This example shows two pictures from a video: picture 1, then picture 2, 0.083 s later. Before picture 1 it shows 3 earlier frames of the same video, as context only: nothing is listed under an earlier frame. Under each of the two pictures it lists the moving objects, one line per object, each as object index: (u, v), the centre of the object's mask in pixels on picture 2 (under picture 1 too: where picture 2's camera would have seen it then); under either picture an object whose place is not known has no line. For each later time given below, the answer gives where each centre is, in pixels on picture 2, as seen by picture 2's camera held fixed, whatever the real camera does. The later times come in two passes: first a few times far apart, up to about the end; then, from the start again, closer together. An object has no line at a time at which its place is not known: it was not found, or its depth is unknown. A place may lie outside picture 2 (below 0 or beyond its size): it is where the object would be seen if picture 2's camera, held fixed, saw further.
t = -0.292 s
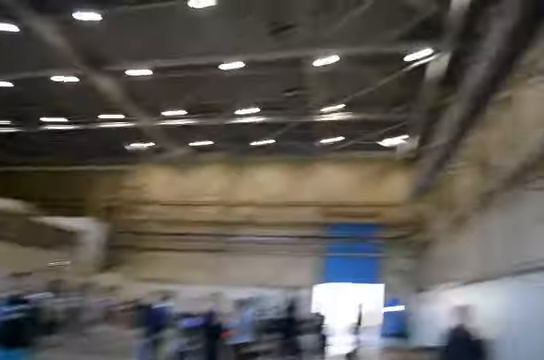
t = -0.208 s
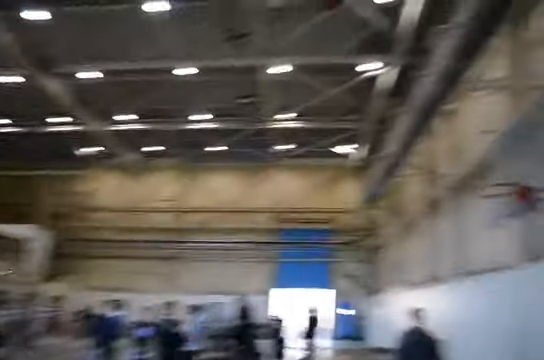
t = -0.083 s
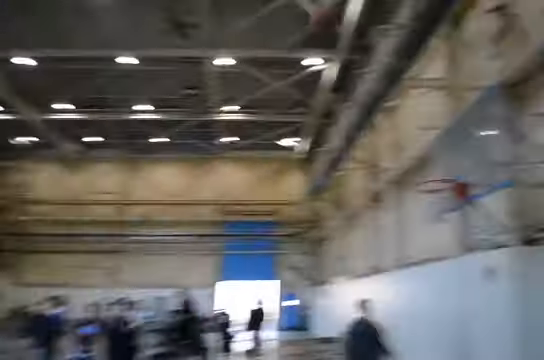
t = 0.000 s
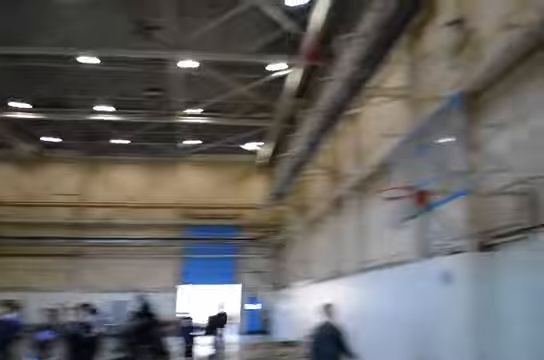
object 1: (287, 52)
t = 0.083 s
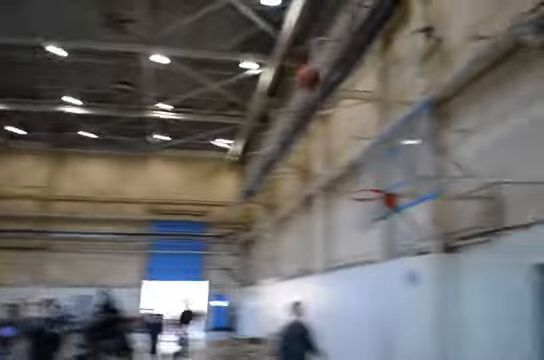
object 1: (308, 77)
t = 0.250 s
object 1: (342, 142)
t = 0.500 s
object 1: (371, 179)
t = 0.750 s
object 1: (359, 194)
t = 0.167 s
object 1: (327, 109)
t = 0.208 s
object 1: (335, 126)
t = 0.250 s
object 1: (342, 142)
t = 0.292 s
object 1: (350, 160)
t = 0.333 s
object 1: (356, 175)
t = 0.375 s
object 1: (360, 182)
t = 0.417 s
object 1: (363, 180)
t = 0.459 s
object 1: (366, 180)
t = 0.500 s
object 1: (371, 179)
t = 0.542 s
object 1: (376, 180)
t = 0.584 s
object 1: (380, 183)
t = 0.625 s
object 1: (373, 183)
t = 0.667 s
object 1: (367, 185)
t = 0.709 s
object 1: (363, 189)
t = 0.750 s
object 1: (359, 194)
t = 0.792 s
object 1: (352, 201)
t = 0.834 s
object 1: (349, 208)
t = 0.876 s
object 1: (344, 216)
